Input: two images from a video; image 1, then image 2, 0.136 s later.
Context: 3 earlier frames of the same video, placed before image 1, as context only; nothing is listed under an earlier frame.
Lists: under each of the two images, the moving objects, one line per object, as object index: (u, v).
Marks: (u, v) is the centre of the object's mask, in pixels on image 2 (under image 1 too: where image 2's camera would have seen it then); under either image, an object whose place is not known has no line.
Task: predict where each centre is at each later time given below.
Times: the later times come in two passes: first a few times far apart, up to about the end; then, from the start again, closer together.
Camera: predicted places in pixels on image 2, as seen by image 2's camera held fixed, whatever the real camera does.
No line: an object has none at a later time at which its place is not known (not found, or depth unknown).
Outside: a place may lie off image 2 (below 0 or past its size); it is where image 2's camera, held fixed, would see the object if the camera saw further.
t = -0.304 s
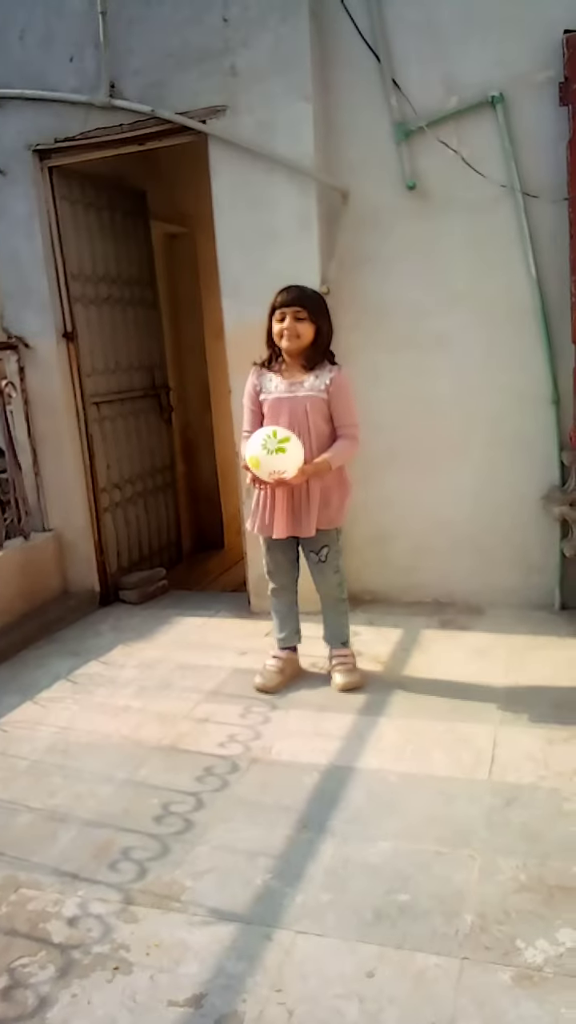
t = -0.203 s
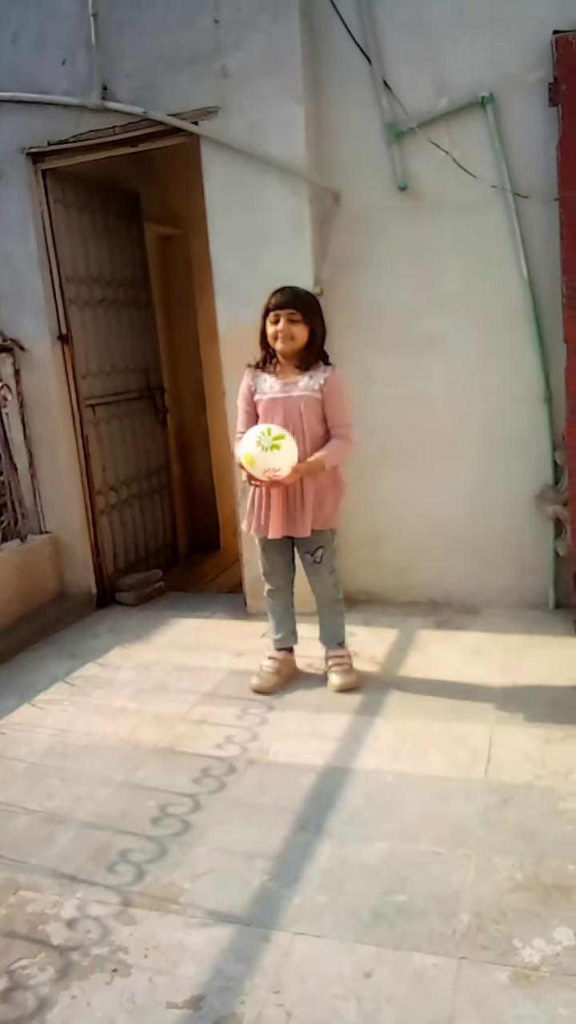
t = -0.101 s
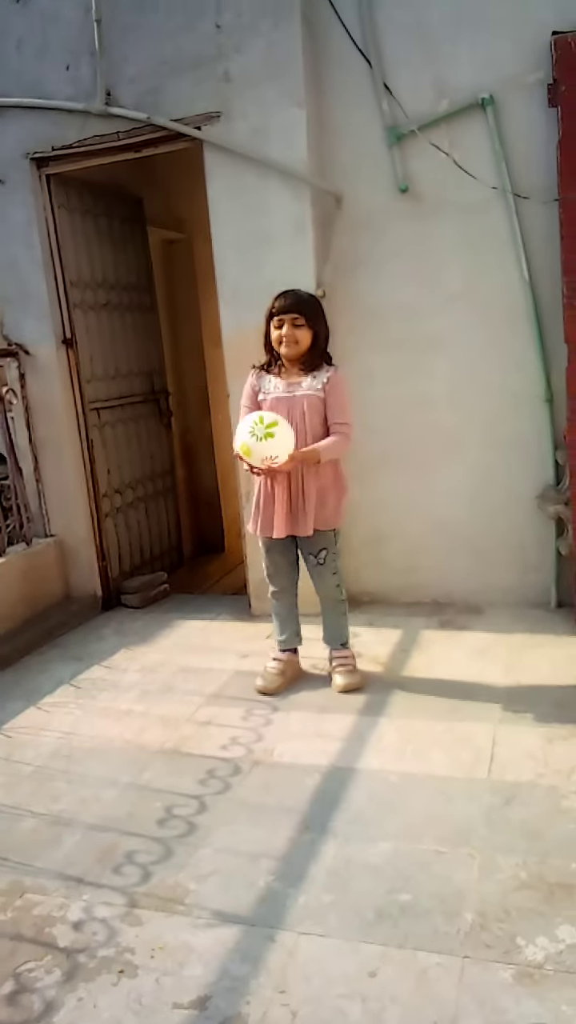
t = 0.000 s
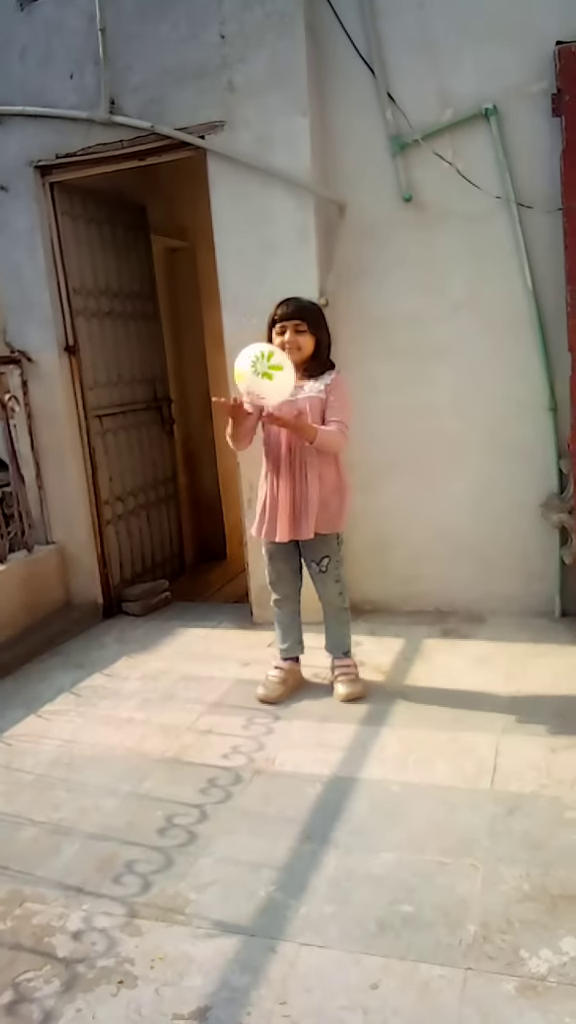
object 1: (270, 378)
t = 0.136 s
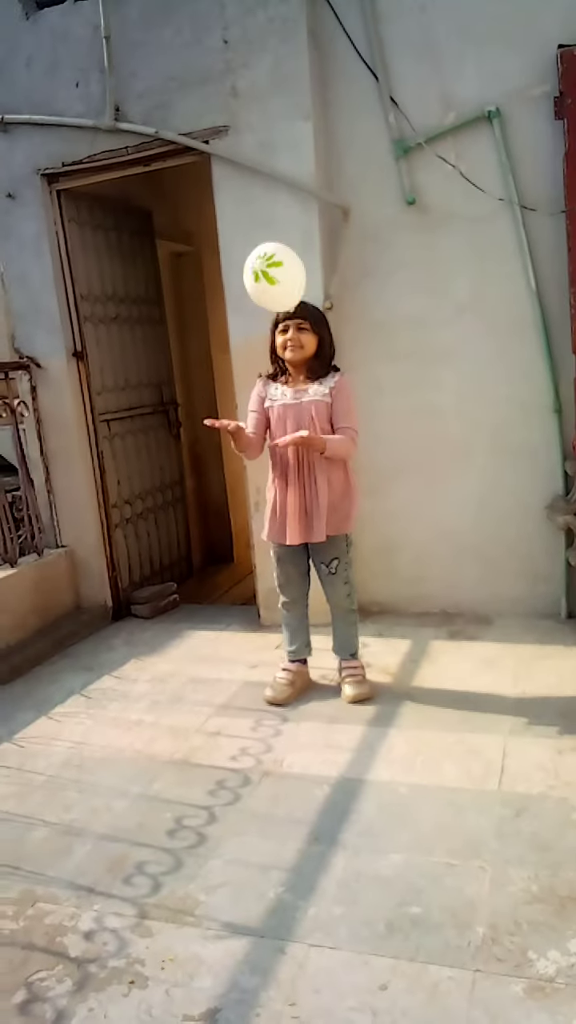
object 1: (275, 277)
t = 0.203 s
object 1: (277, 245)
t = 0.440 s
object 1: (289, 208)
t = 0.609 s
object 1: (301, 243)
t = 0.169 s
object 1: (276, 260)
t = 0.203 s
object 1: (277, 245)
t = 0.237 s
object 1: (278, 233)
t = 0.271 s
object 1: (279, 222)
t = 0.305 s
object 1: (281, 214)
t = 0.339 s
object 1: (283, 209)
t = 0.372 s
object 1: (285, 207)
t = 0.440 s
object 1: (289, 208)
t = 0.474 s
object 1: (291, 211)
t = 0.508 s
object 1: (293, 216)
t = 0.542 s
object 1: (296, 223)
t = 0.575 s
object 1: (299, 232)
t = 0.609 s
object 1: (301, 243)
